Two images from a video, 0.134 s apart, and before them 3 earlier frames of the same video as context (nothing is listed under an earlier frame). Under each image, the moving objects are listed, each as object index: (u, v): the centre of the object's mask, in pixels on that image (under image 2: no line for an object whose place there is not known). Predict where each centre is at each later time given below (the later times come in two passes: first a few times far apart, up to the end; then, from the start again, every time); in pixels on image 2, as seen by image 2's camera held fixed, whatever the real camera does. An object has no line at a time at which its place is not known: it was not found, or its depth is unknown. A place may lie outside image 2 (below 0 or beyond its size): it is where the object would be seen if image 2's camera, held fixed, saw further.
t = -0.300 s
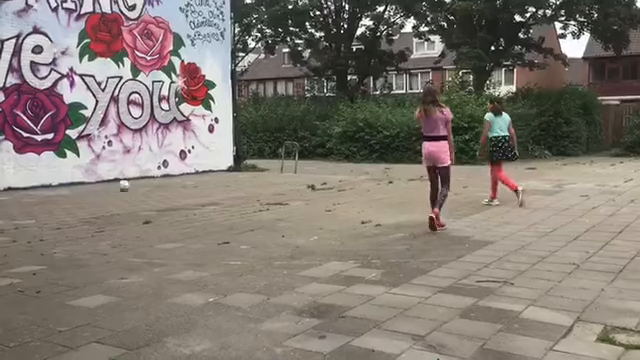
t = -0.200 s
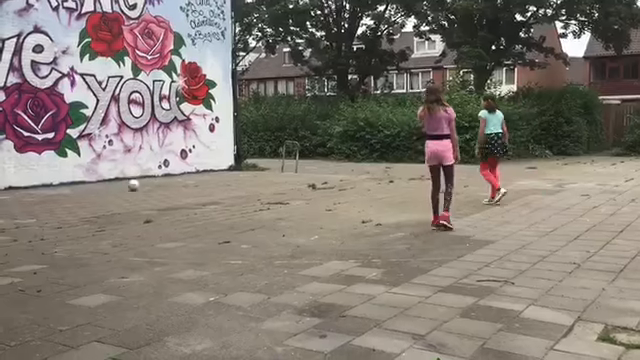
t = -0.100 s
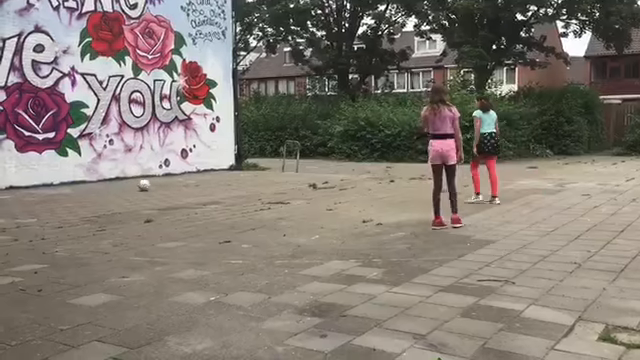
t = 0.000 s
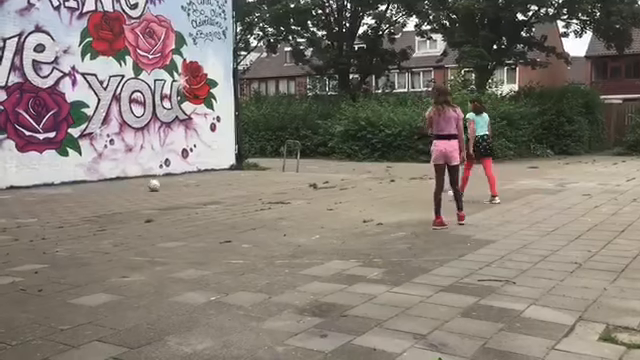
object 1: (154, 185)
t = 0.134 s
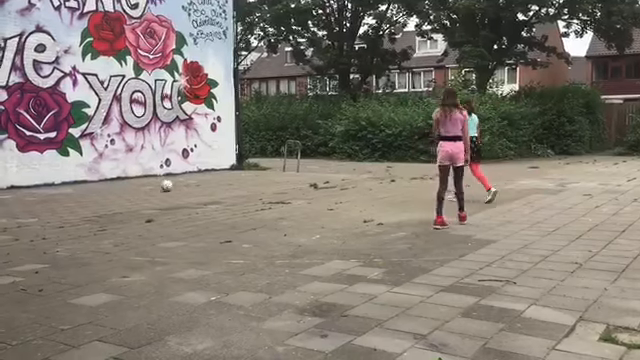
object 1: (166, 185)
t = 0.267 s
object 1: (179, 186)
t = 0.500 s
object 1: (201, 187)
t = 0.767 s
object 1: (227, 188)
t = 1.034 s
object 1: (251, 189)
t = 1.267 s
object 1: (272, 189)
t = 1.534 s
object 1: (296, 189)
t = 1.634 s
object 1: (304, 188)
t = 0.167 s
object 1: (169, 185)
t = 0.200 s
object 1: (173, 186)
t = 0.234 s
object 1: (176, 186)
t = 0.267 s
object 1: (179, 186)
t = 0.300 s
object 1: (182, 186)
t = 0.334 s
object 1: (185, 186)
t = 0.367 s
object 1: (189, 186)
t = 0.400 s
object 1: (192, 186)
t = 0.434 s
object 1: (195, 187)
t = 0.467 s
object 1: (198, 187)
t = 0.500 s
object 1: (201, 187)
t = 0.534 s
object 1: (204, 187)
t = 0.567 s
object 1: (207, 188)
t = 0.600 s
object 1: (211, 188)
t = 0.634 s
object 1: (214, 188)
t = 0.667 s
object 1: (217, 188)
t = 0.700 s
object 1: (220, 188)
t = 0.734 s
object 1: (223, 188)
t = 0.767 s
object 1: (227, 188)
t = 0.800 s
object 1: (230, 188)
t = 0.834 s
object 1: (233, 188)
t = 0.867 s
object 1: (236, 188)
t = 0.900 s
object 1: (239, 188)
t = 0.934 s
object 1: (242, 188)
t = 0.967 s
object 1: (245, 189)
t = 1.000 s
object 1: (248, 188)
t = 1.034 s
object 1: (251, 189)
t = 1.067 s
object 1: (254, 189)
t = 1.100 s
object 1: (257, 189)
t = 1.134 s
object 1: (260, 189)
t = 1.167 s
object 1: (263, 189)
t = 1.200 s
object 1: (267, 189)
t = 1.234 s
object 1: (269, 189)
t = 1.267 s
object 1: (272, 189)
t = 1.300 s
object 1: (275, 189)
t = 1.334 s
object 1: (278, 190)
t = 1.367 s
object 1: (281, 189)
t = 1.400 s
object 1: (285, 189)
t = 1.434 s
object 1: (287, 189)
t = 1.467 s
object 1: (290, 189)
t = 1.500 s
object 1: (293, 189)
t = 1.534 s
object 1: (296, 189)
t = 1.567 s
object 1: (299, 188)
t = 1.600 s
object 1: (302, 188)
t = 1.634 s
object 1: (304, 188)
